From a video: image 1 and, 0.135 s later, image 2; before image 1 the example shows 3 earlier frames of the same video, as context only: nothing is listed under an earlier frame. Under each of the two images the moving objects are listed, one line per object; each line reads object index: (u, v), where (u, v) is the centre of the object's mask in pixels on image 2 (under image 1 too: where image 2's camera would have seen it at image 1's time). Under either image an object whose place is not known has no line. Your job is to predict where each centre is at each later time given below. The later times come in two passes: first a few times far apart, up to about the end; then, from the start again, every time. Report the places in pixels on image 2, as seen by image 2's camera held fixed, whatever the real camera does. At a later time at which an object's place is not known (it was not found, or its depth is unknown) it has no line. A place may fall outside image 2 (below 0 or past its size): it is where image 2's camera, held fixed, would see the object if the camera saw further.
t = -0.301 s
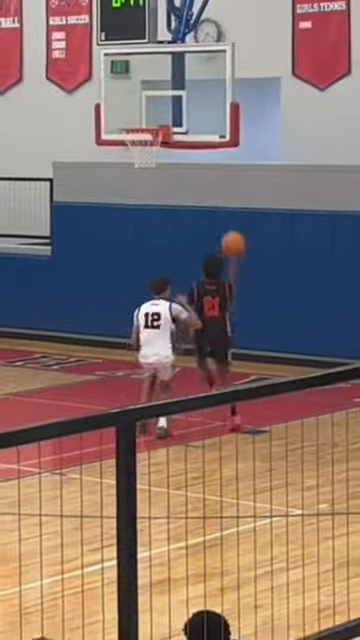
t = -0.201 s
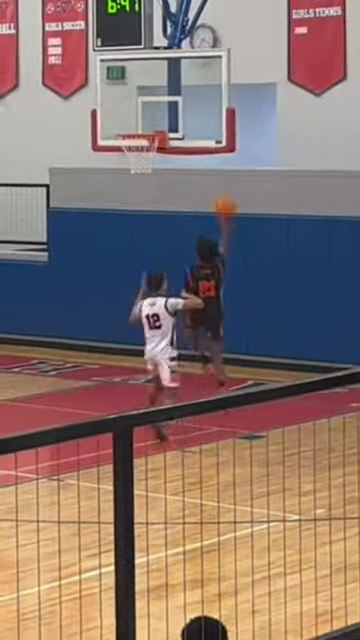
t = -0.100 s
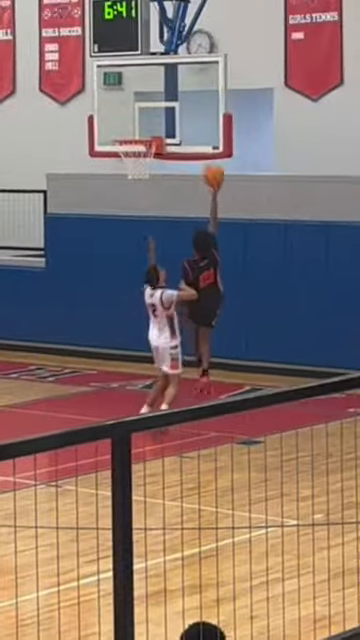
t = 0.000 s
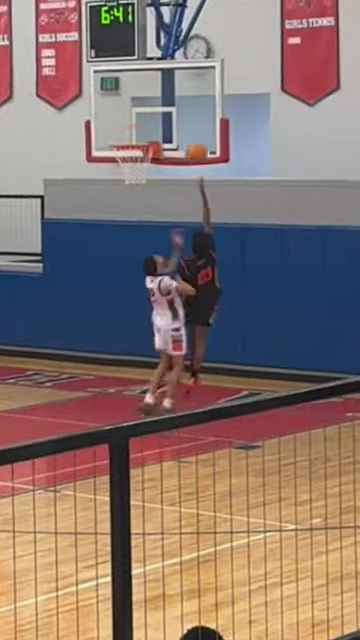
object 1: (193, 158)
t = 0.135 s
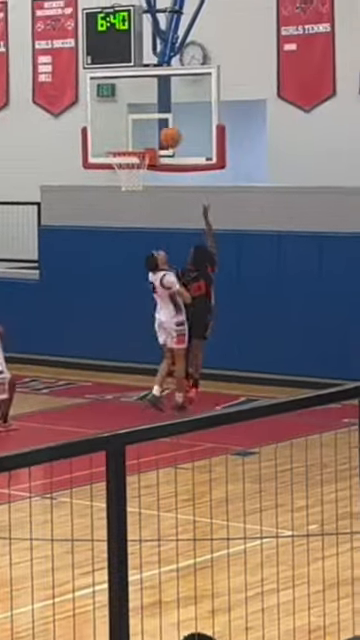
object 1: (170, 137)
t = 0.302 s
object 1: (143, 133)
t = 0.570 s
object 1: (129, 167)
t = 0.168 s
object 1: (165, 134)
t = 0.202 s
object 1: (160, 133)
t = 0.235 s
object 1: (154, 132)
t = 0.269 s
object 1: (148, 131)
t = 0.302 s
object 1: (143, 133)
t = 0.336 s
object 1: (138, 135)
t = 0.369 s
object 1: (133, 137)
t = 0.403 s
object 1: (128, 140)
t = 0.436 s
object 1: (123, 145)
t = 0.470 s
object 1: (118, 152)
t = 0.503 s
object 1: (120, 157)
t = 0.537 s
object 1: (126, 163)
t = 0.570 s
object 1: (129, 167)
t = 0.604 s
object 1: (133, 175)
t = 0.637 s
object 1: (135, 179)
